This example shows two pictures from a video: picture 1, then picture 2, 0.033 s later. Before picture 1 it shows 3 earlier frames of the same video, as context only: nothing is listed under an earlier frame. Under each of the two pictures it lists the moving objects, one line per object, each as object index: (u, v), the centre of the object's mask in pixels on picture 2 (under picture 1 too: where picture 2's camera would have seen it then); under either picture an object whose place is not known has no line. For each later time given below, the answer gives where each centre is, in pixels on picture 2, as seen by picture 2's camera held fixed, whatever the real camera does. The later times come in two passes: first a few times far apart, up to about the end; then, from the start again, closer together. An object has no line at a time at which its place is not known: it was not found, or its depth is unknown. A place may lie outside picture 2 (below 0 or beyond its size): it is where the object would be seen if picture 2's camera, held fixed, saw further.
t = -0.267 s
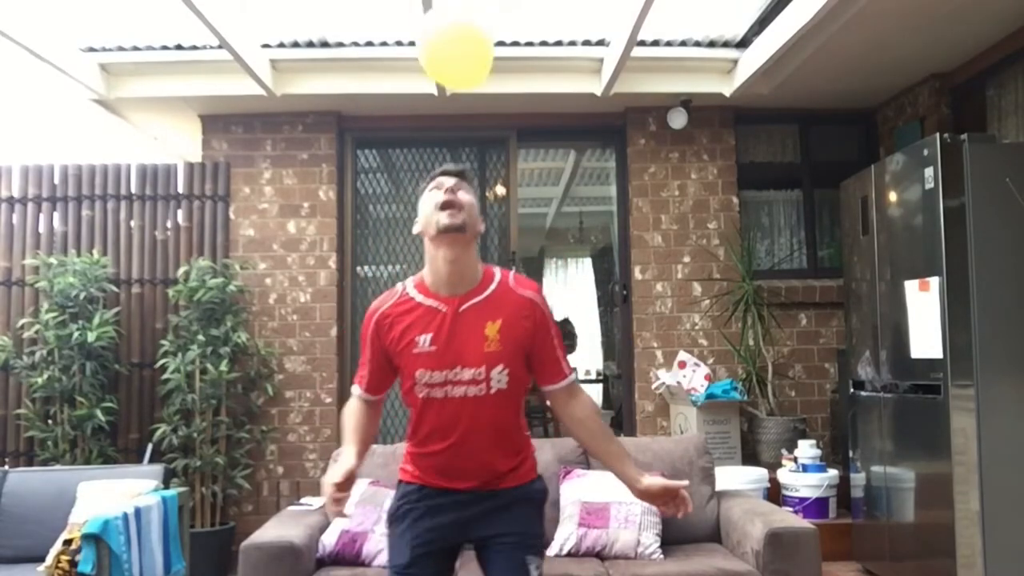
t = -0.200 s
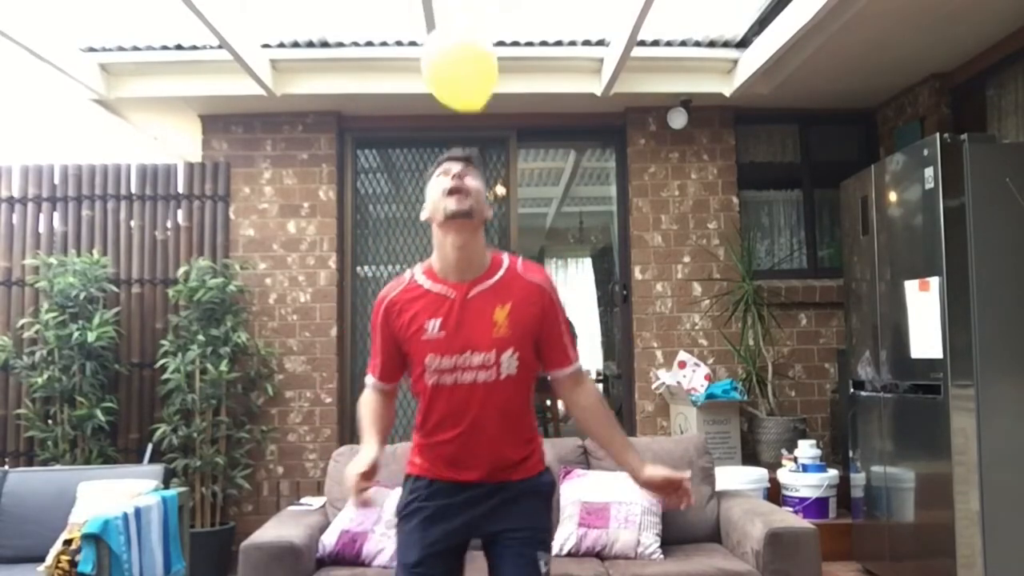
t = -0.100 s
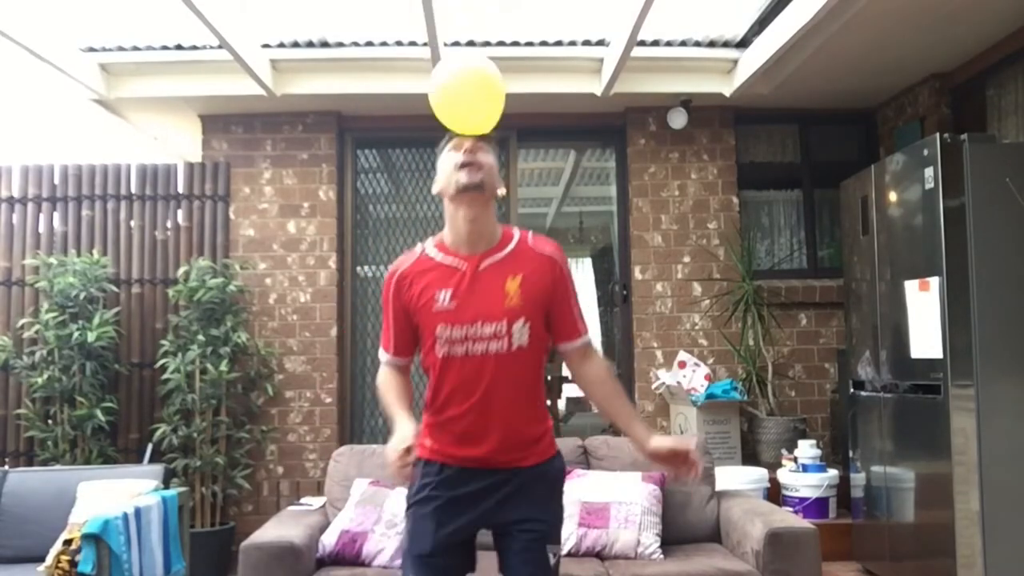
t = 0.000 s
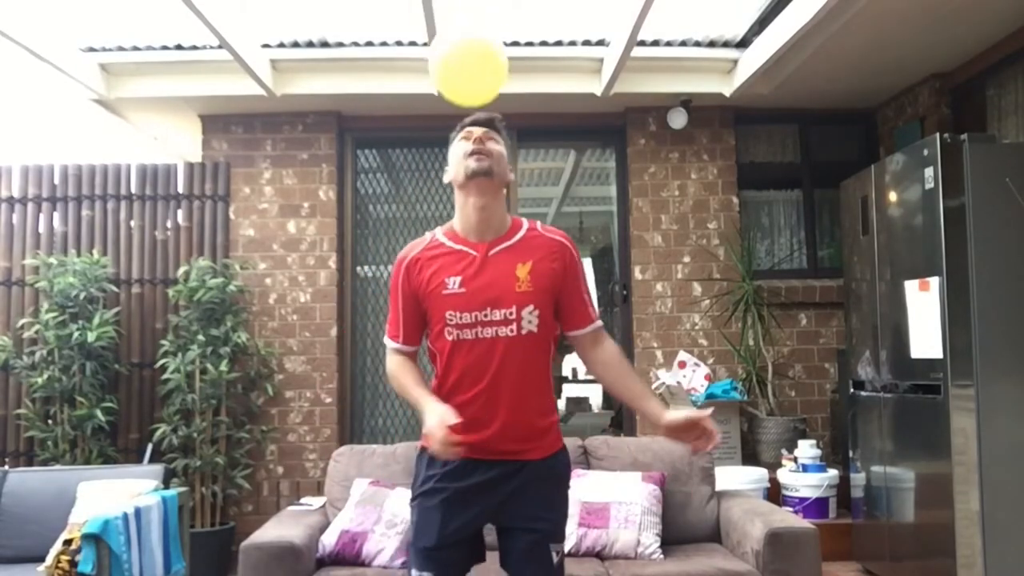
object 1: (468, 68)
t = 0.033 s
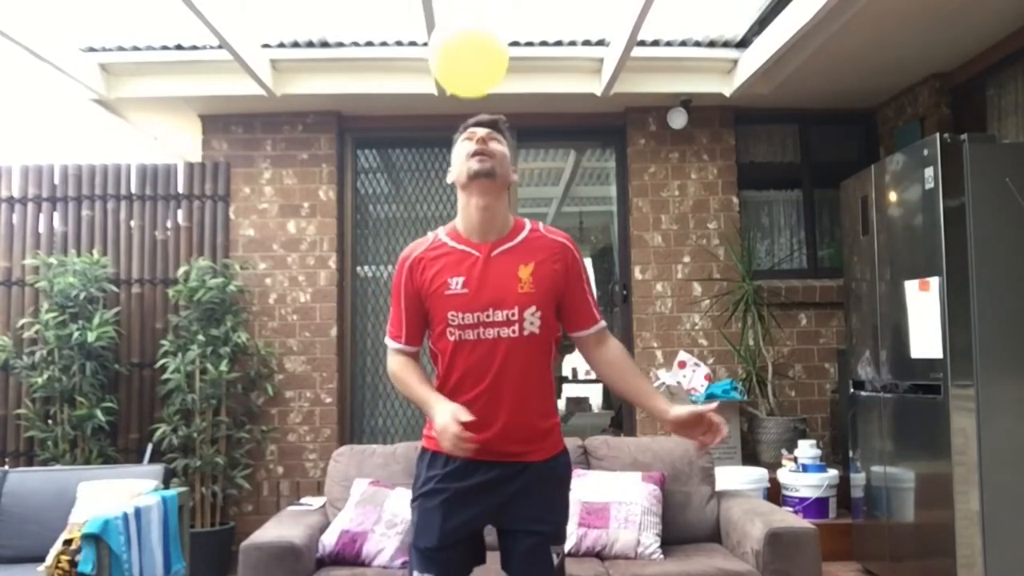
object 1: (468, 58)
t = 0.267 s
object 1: (467, 23)
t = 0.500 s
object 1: (471, 22)
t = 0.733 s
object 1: (470, 53)
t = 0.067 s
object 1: (468, 50)
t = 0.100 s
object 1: (468, 43)
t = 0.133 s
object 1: (468, 36)
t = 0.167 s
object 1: (467, 32)
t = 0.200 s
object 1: (467, 28)
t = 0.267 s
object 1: (467, 23)
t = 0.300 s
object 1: (467, 22)
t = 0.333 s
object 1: (468, 21)
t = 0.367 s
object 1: (468, 20)
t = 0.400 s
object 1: (468, 20)
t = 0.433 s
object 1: (469, 20)
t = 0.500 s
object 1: (471, 22)
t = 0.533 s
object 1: (471, 24)
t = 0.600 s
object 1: (470, 30)
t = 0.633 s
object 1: (470, 33)
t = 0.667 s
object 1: (470, 37)
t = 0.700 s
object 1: (471, 42)
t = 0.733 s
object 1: (470, 53)
